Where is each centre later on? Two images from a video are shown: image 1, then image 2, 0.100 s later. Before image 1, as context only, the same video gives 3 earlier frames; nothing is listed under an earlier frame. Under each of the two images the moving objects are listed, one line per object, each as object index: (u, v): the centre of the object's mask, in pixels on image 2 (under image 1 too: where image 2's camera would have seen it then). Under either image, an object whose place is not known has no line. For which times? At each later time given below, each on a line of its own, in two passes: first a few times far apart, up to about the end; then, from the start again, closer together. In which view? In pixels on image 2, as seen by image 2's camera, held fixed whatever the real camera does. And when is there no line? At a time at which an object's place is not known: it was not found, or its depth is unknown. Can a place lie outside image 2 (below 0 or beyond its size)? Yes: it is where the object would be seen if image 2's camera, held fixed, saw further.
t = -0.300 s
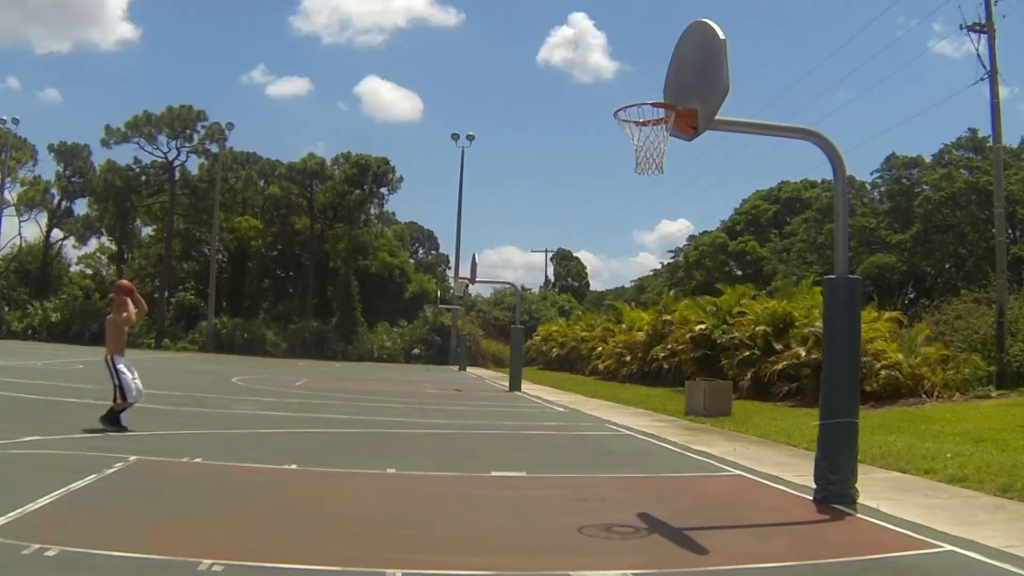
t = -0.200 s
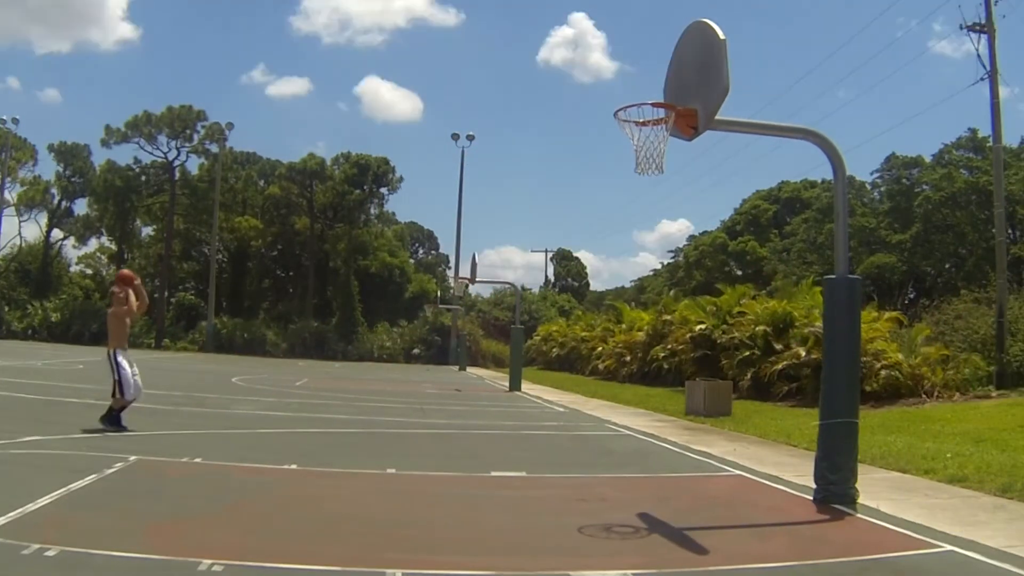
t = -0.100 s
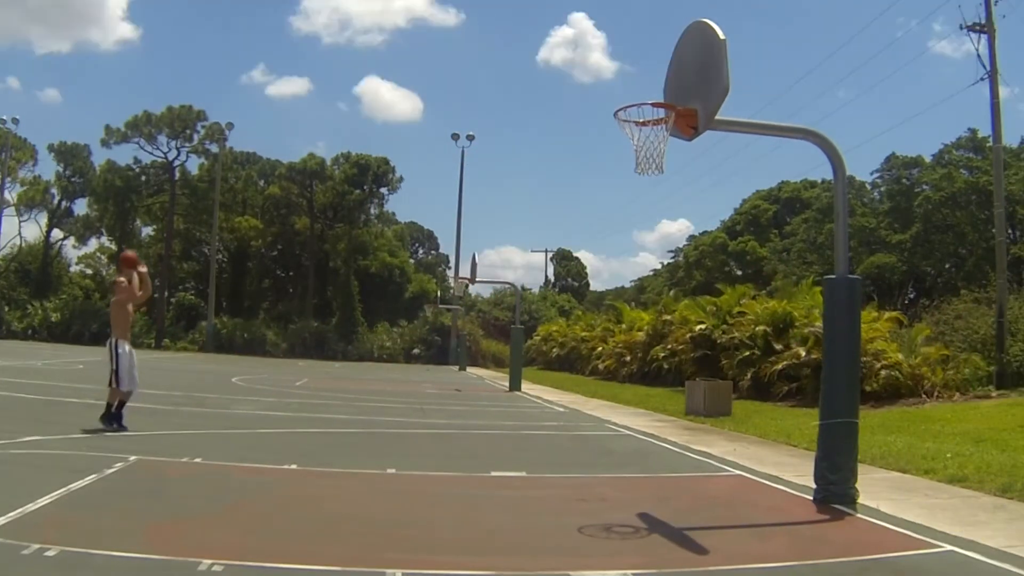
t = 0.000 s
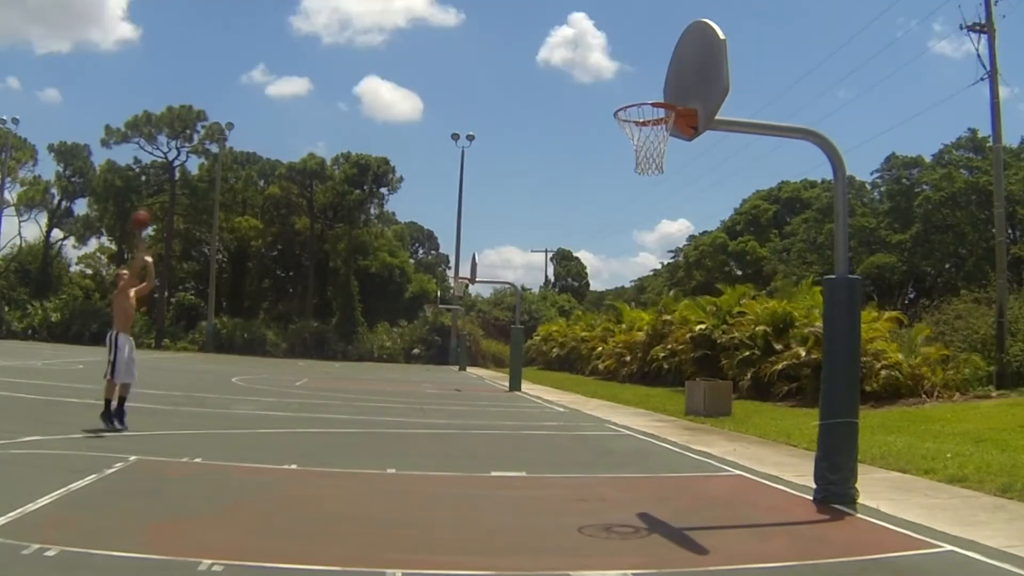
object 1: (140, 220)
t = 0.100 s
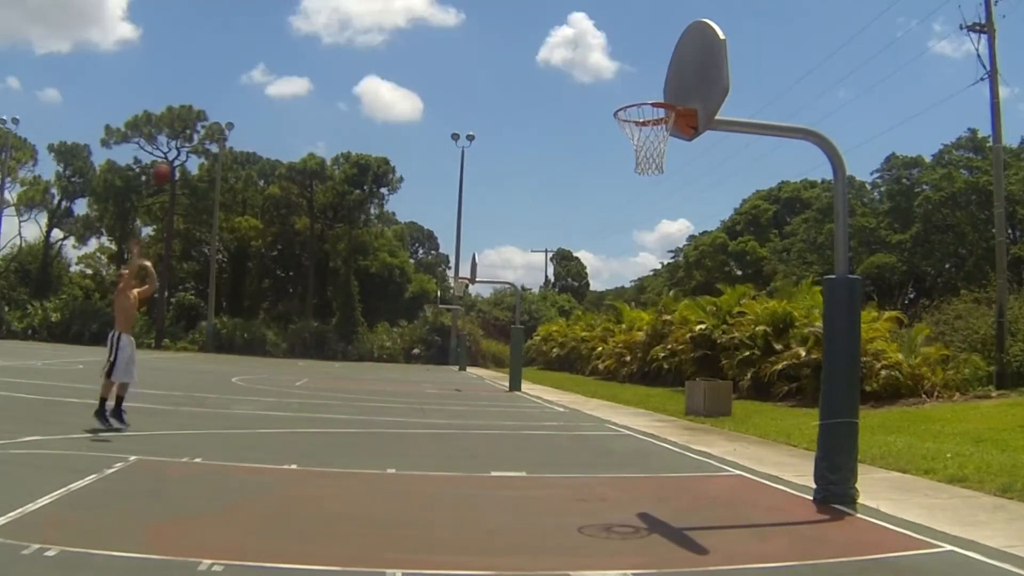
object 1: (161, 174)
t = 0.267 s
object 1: (197, 113)
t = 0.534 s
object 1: (253, 62)
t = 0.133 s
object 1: (169, 160)
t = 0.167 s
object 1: (175, 147)
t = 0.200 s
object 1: (183, 135)
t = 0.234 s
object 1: (190, 124)
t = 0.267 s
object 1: (197, 113)
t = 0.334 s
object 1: (211, 95)
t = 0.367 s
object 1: (218, 87)
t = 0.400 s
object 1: (225, 80)
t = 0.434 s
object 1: (232, 74)
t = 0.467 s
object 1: (239, 69)
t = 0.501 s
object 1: (246, 65)
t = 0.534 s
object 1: (253, 62)
